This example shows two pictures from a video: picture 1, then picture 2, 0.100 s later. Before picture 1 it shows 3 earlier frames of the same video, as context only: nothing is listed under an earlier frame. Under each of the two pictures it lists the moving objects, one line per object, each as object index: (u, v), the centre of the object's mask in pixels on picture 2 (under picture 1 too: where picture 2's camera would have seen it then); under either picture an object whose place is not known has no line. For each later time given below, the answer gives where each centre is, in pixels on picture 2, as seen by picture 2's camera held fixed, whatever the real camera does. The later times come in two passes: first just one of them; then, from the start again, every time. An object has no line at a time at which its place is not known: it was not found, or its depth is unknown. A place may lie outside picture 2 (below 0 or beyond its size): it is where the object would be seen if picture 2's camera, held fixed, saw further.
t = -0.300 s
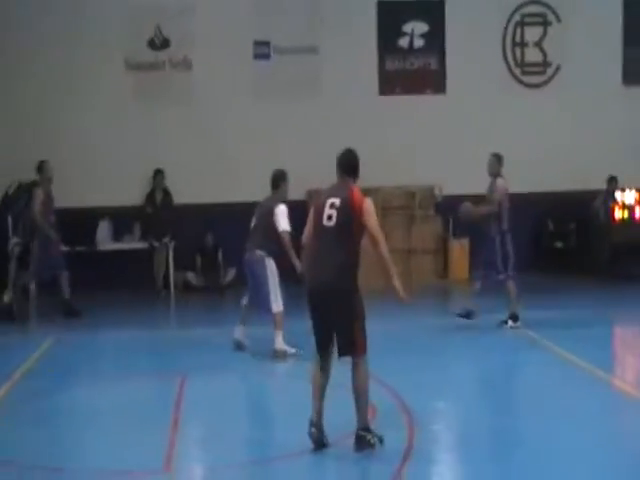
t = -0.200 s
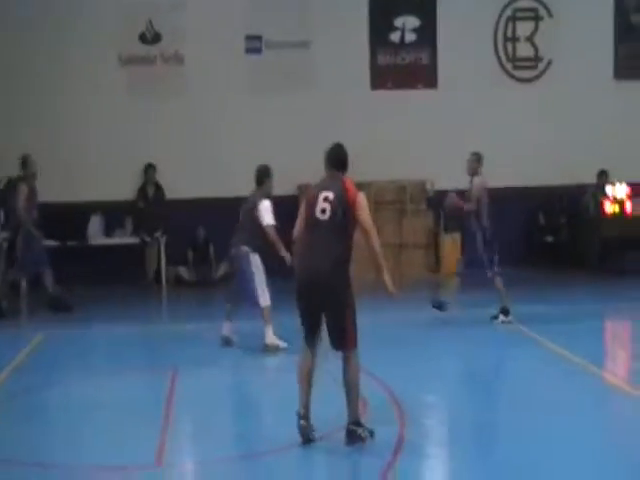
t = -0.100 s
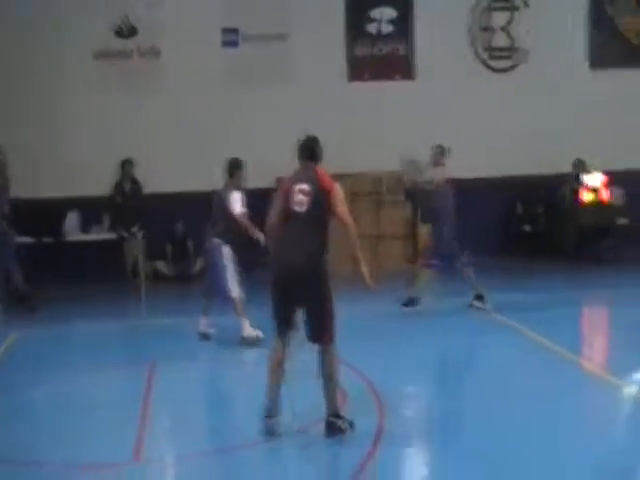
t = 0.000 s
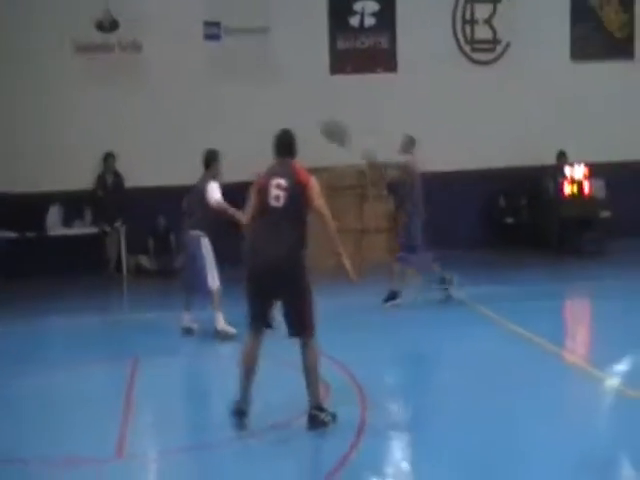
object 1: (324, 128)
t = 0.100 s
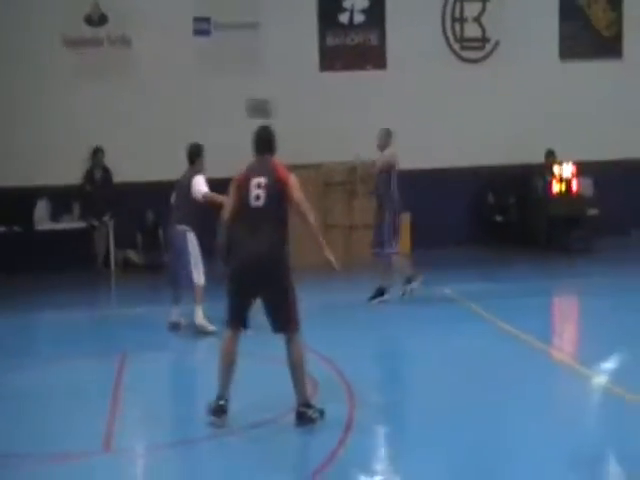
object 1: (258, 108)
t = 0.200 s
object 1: (197, 98)
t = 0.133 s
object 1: (238, 105)
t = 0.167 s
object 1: (217, 100)
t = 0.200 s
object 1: (197, 98)
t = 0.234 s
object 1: (177, 97)
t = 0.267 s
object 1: (157, 96)
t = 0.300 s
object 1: (138, 97)
